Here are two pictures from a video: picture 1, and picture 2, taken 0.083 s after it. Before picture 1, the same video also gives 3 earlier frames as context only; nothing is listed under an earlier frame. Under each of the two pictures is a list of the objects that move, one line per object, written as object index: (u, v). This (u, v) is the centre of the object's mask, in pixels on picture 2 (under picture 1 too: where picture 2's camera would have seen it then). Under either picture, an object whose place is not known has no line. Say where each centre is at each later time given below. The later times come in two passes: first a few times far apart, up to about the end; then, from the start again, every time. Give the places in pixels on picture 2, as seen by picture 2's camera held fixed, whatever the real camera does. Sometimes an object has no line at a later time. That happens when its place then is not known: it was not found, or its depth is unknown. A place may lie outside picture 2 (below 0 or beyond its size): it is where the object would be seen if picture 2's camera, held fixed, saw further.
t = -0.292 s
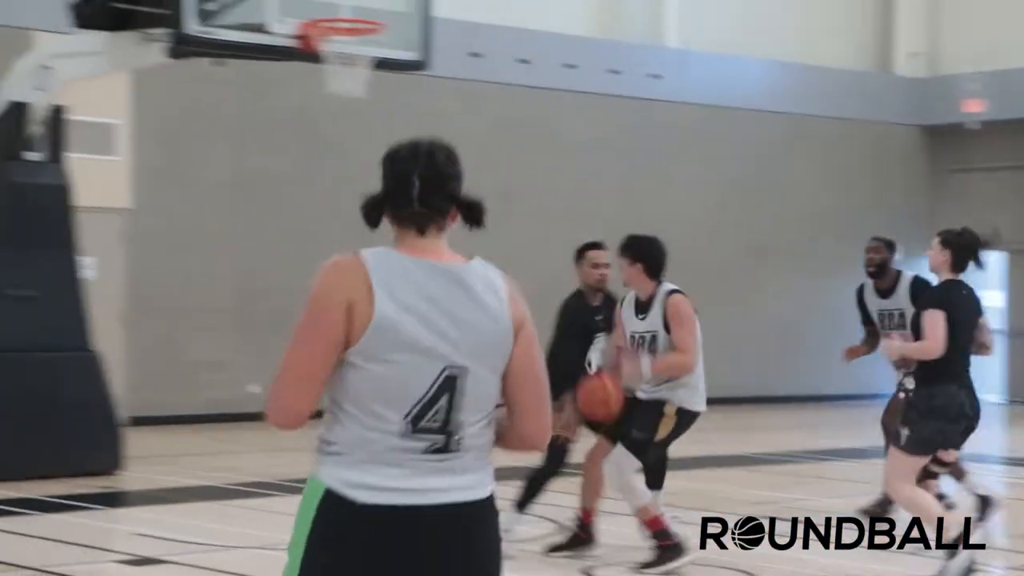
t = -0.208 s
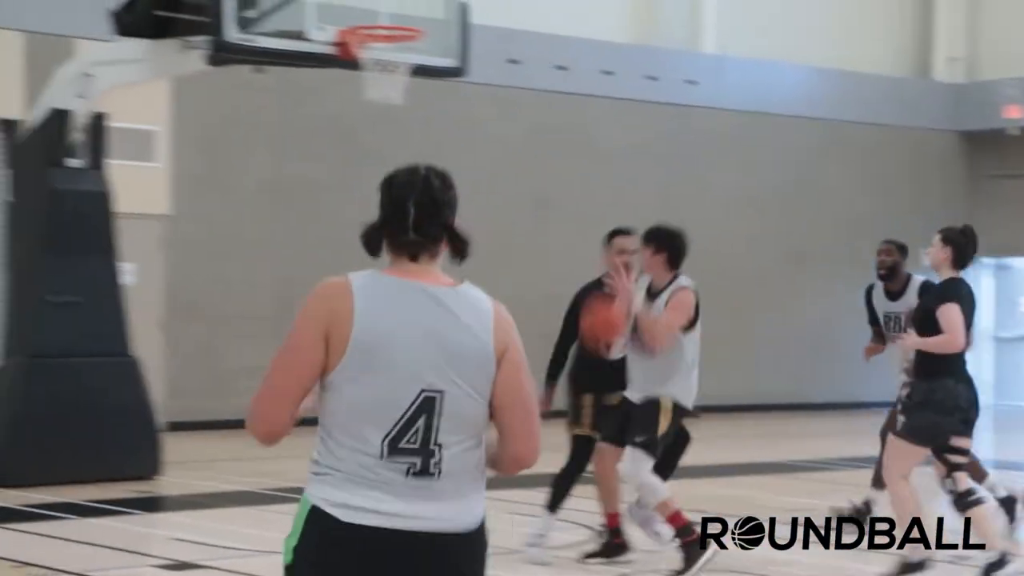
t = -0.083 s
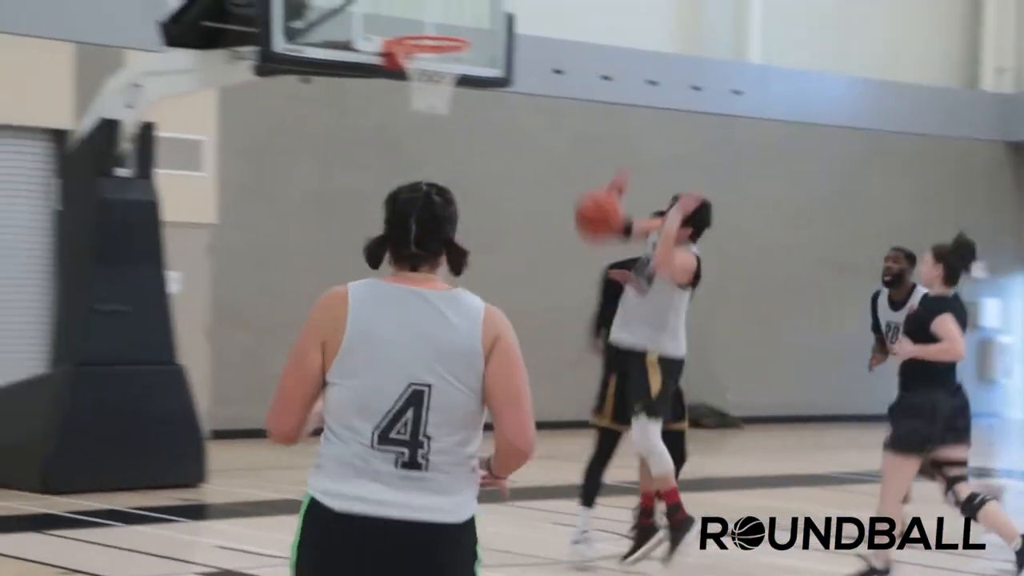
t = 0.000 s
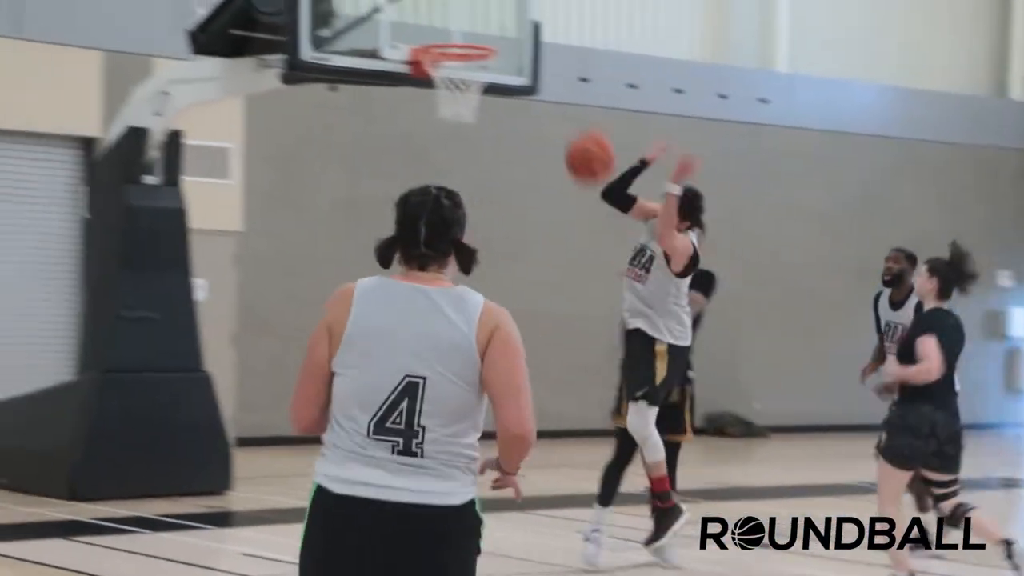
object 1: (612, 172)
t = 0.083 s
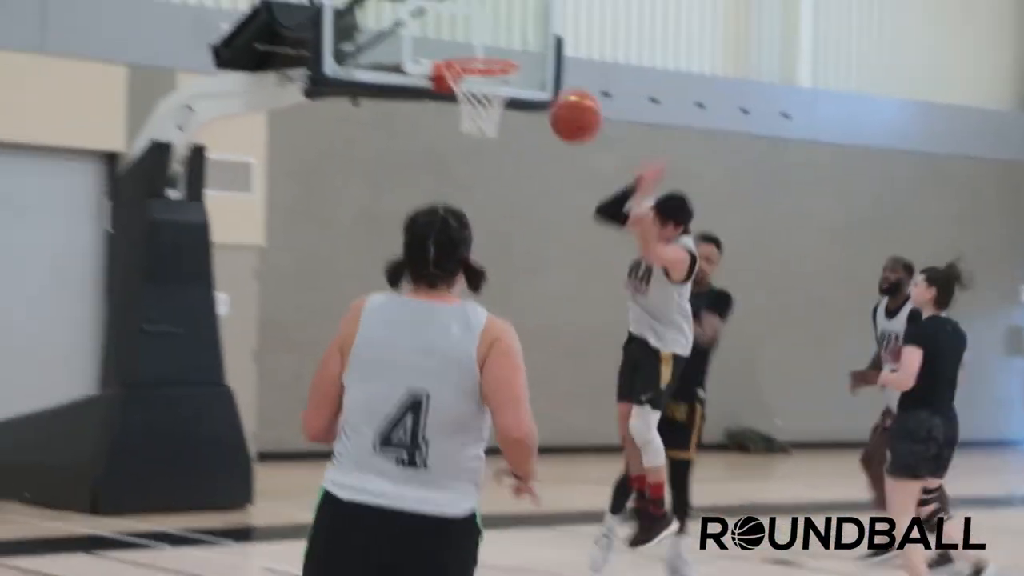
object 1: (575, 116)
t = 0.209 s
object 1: (514, 55)
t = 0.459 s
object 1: (369, 32)
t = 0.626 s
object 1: (252, 110)
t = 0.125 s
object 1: (556, 93)
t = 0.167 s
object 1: (536, 72)
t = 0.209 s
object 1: (514, 55)
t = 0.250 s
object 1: (492, 41)
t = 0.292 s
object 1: (470, 31)
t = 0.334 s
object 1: (446, 25)
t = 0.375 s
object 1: (422, 23)
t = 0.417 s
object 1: (396, 25)
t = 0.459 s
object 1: (369, 32)
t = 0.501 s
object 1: (340, 44)
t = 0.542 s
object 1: (312, 62)
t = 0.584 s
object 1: (284, 83)
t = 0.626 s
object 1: (252, 110)
